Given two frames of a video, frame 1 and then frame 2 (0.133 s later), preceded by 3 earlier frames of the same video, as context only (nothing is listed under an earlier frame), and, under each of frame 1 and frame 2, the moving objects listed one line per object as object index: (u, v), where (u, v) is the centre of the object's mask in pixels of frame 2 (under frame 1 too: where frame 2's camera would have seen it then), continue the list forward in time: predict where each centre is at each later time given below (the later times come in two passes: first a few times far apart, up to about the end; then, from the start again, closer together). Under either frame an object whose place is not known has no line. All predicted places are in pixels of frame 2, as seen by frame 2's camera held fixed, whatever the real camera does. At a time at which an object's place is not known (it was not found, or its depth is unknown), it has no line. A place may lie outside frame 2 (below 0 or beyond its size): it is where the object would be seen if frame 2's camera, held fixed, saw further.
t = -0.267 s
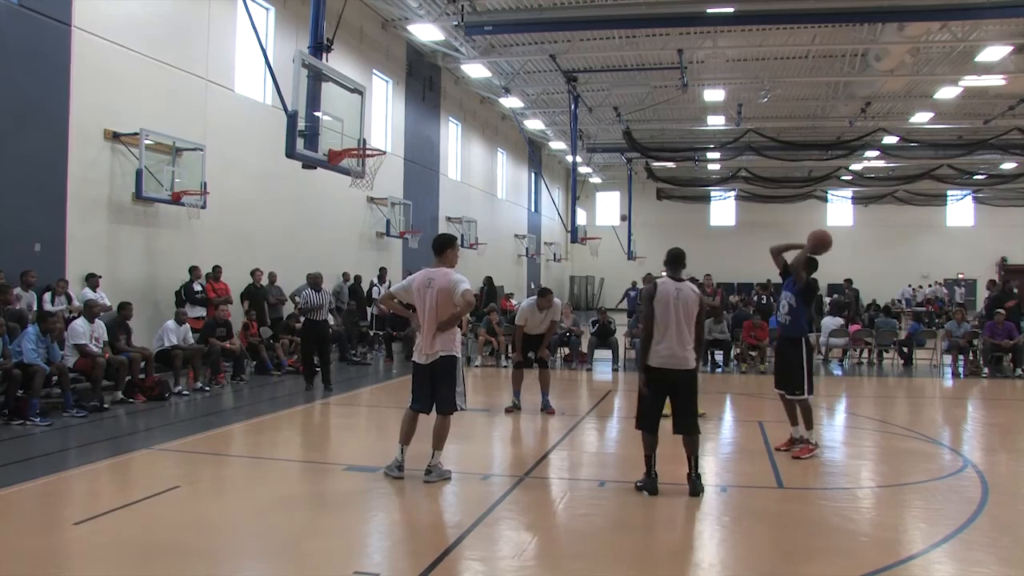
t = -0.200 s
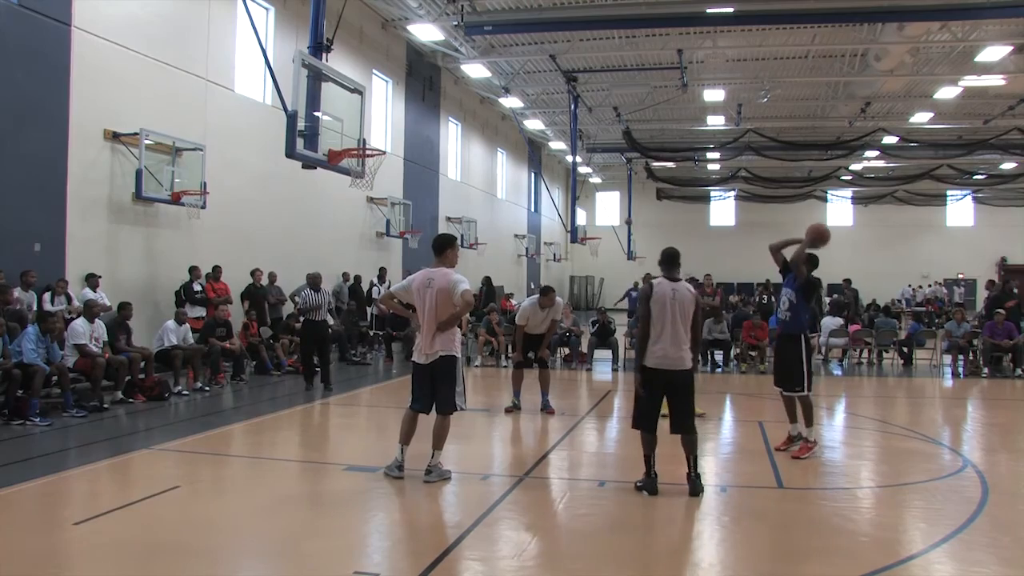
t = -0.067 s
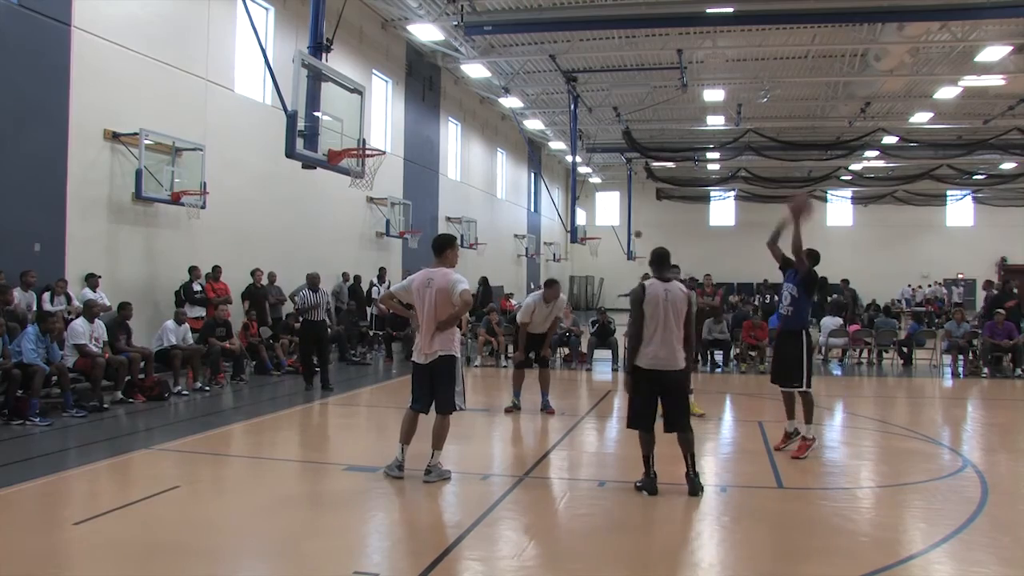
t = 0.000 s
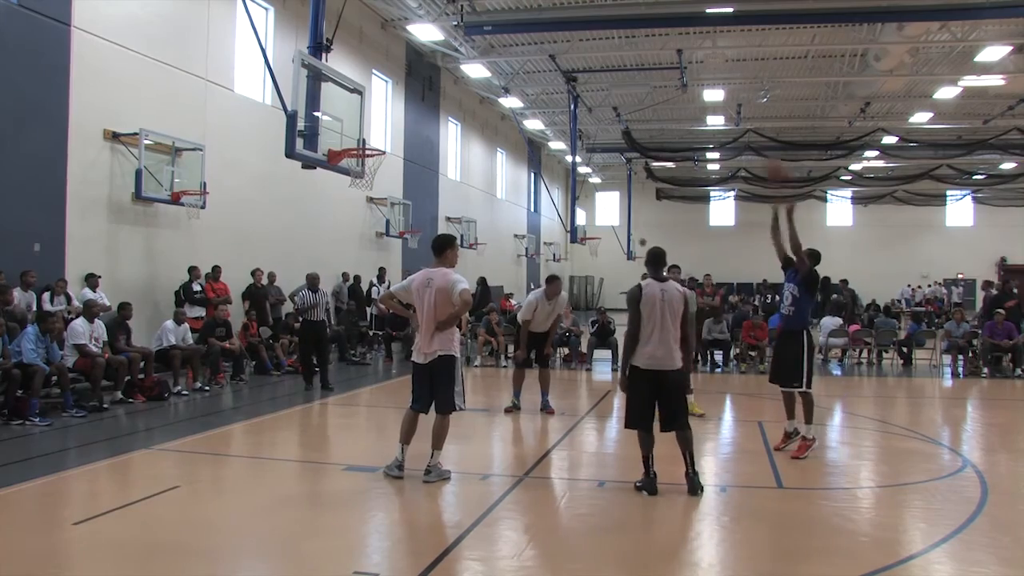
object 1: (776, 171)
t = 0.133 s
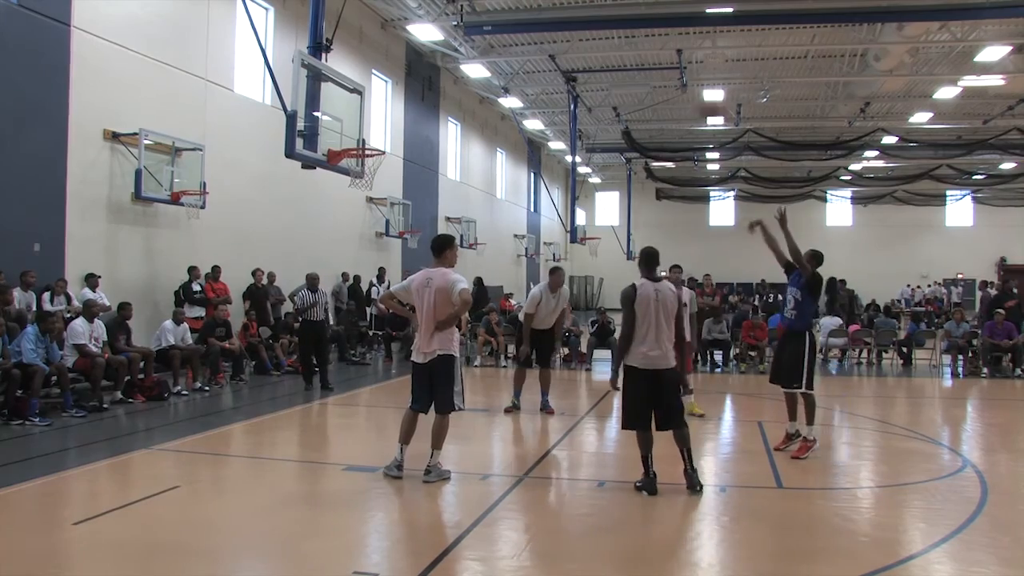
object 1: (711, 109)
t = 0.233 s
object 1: (665, 77)
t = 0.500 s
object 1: (549, 43)
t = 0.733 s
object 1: (454, 68)
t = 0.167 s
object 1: (693, 97)
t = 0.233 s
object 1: (665, 77)
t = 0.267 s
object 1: (649, 70)
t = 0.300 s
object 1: (636, 62)
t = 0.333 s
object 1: (620, 56)
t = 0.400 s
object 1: (593, 47)
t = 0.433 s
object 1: (578, 46)
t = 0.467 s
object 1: (564, 44)
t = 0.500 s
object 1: (549, 43)
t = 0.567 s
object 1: (523, 45)
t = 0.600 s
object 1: (510, 47)
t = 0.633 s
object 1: (495, 51)
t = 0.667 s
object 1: (483, 54)
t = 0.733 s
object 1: (454, 68)
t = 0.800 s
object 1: (430, 81)
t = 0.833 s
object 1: (420, 90)
